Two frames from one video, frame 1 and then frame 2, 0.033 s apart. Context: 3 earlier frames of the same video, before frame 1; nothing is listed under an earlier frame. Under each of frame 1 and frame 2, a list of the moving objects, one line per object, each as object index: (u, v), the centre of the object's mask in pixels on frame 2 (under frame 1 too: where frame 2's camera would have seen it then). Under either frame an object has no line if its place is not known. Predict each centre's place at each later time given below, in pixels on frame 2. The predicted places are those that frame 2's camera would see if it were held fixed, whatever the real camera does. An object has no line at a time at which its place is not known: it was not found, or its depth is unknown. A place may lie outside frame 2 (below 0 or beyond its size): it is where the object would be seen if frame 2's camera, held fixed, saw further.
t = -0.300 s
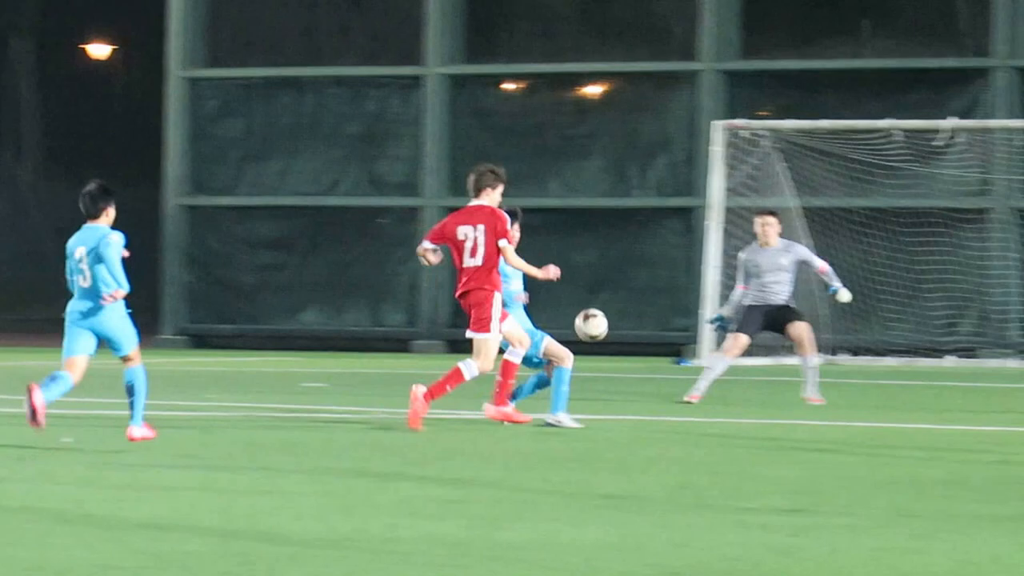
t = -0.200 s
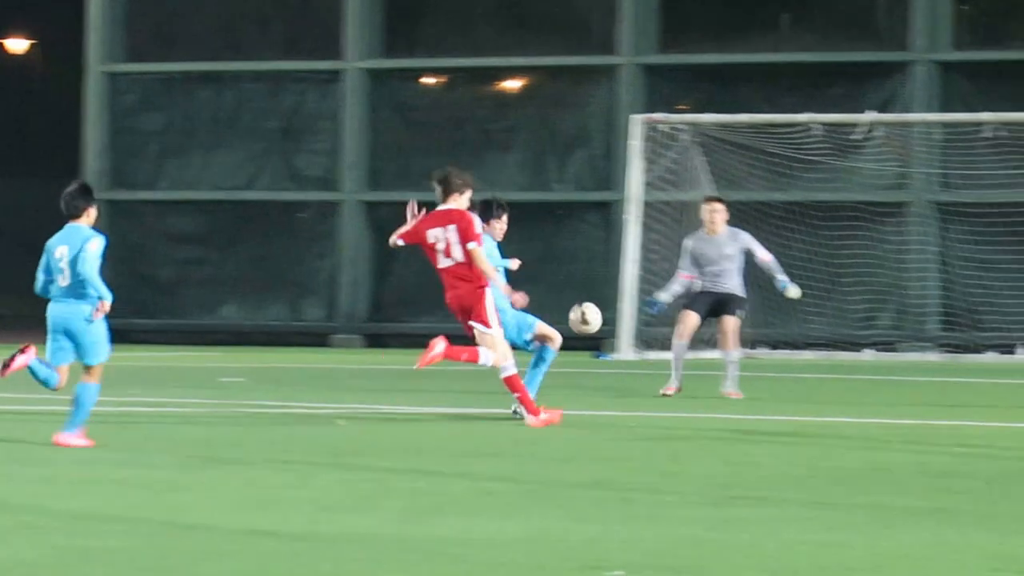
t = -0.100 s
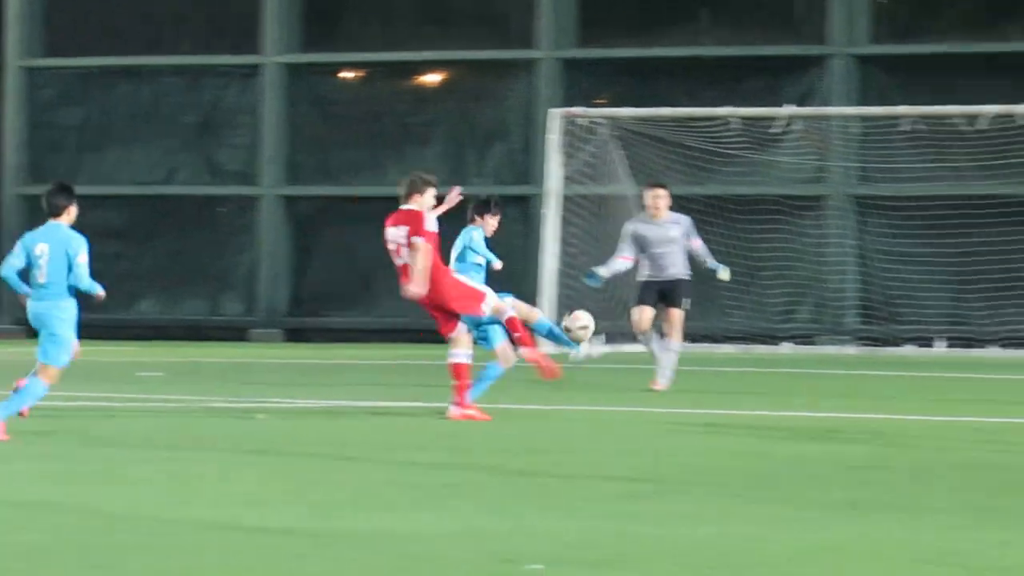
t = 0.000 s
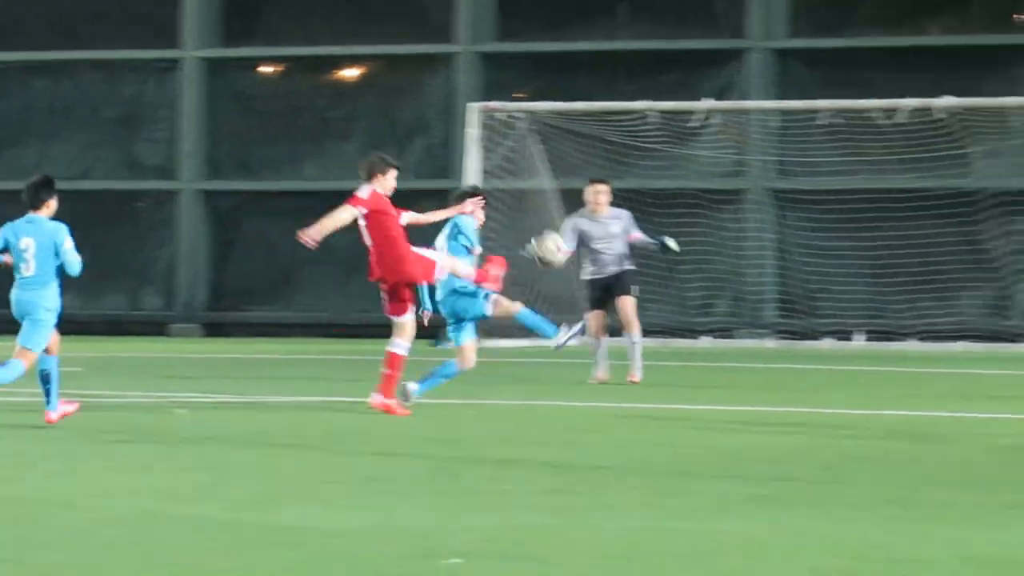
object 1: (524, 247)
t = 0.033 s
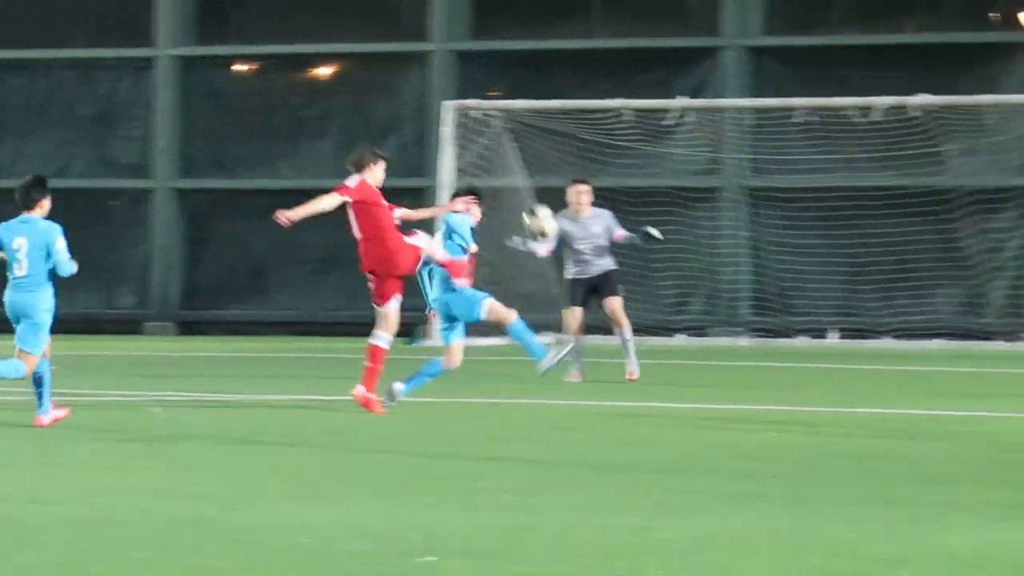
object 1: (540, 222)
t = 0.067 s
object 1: (557, 199)
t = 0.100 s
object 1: (573, 177)
